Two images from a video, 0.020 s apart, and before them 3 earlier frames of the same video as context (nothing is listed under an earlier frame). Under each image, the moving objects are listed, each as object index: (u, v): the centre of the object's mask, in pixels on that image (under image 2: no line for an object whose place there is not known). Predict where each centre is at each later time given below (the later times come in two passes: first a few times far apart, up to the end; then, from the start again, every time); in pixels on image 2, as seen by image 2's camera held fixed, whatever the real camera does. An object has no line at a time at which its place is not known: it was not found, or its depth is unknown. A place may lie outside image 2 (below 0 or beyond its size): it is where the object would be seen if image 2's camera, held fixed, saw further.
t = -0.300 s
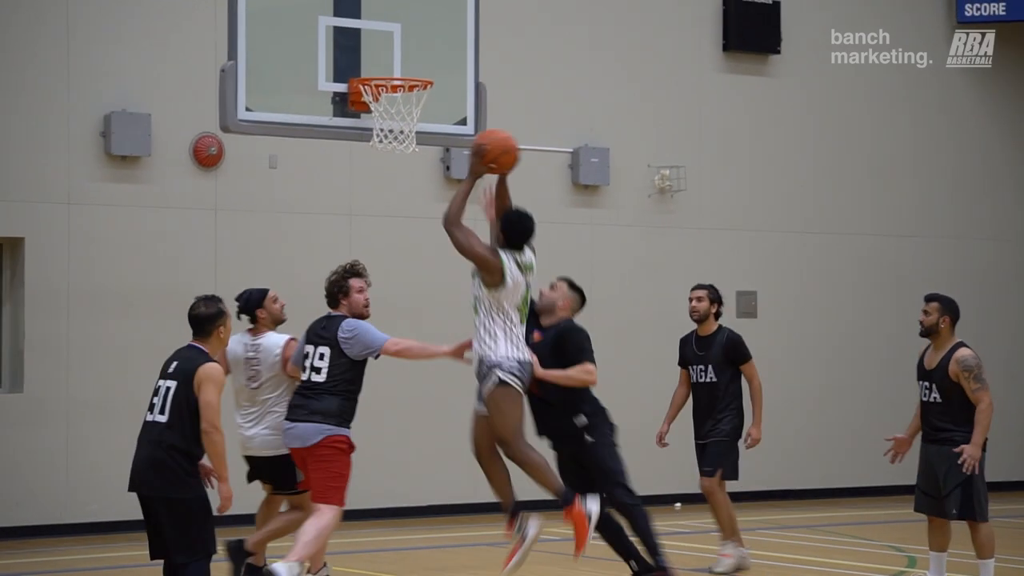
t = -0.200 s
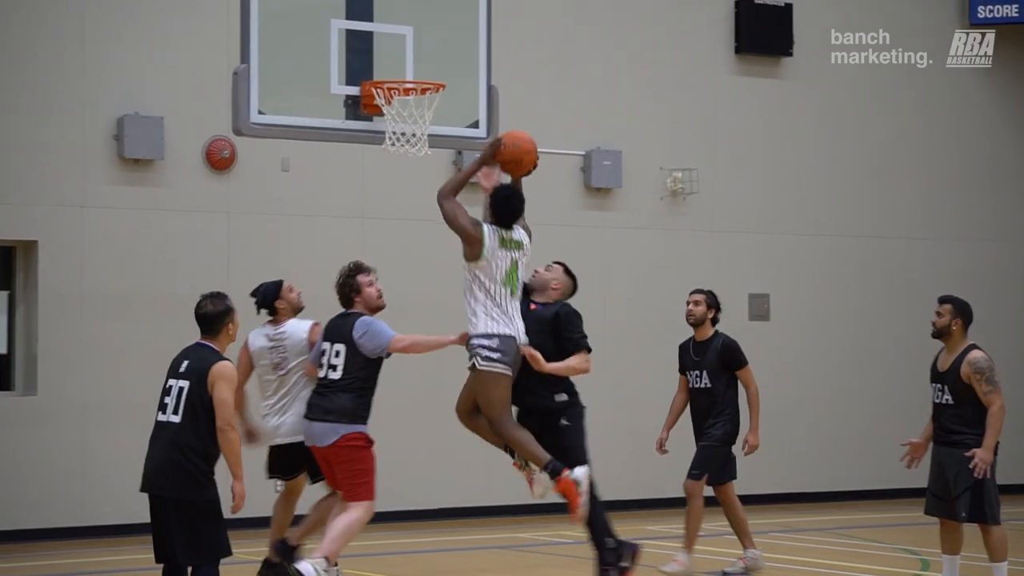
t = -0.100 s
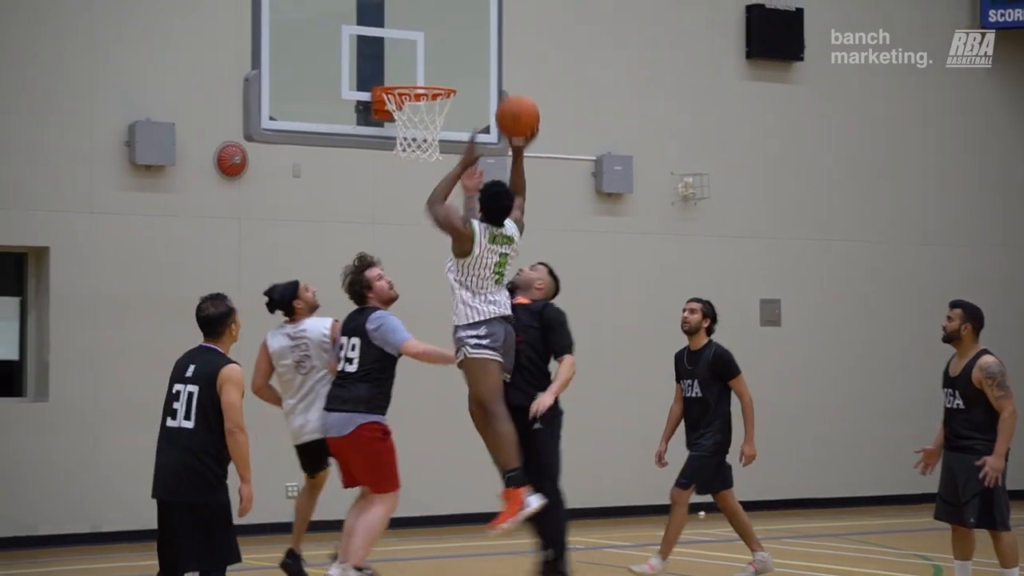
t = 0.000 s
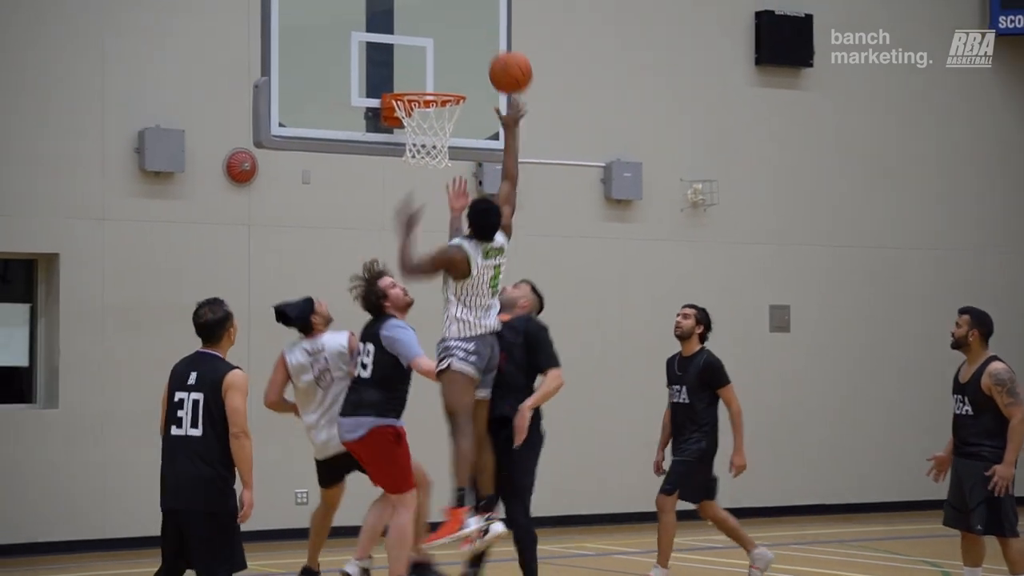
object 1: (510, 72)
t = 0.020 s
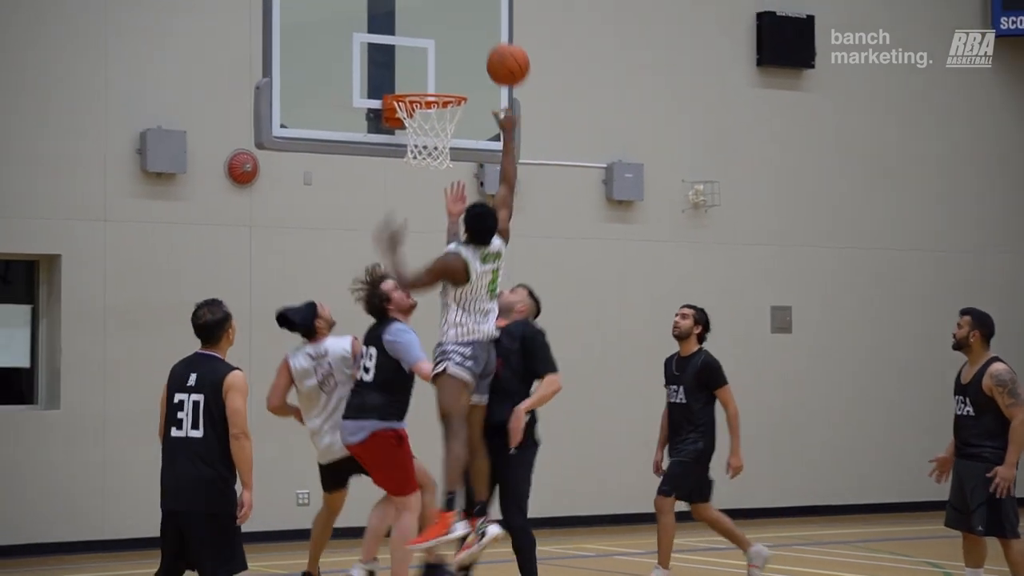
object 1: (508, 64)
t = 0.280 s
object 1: (458, 16)
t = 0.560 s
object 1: (411, 81)
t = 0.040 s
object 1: (503, 56)
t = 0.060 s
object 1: (500, 49)
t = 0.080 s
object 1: (495, 43)
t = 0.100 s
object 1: (491, 37)
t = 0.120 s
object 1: (488, 31)
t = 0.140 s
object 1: (484, 27)
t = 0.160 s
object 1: (480, 23)
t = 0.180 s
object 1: (476, 20)
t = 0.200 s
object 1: (473, 18)
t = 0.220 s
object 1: (469, 16)
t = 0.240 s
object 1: (465, 16)
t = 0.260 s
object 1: (461, 15)
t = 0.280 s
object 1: (458, 16)
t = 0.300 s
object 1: (454, 17)
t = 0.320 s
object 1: (451, 19)
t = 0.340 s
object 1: (447, 21)
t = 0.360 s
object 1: (444, 24)
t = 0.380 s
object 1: (440, 28)
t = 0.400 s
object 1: (437, 32)
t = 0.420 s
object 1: (434, 37)
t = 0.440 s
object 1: (430, 42)
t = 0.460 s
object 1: (427, 48)
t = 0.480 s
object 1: (424, 55)
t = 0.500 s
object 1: (420, 62)
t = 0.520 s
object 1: (418, 70)
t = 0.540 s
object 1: (414, 76)
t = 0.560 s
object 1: (411, 81)
